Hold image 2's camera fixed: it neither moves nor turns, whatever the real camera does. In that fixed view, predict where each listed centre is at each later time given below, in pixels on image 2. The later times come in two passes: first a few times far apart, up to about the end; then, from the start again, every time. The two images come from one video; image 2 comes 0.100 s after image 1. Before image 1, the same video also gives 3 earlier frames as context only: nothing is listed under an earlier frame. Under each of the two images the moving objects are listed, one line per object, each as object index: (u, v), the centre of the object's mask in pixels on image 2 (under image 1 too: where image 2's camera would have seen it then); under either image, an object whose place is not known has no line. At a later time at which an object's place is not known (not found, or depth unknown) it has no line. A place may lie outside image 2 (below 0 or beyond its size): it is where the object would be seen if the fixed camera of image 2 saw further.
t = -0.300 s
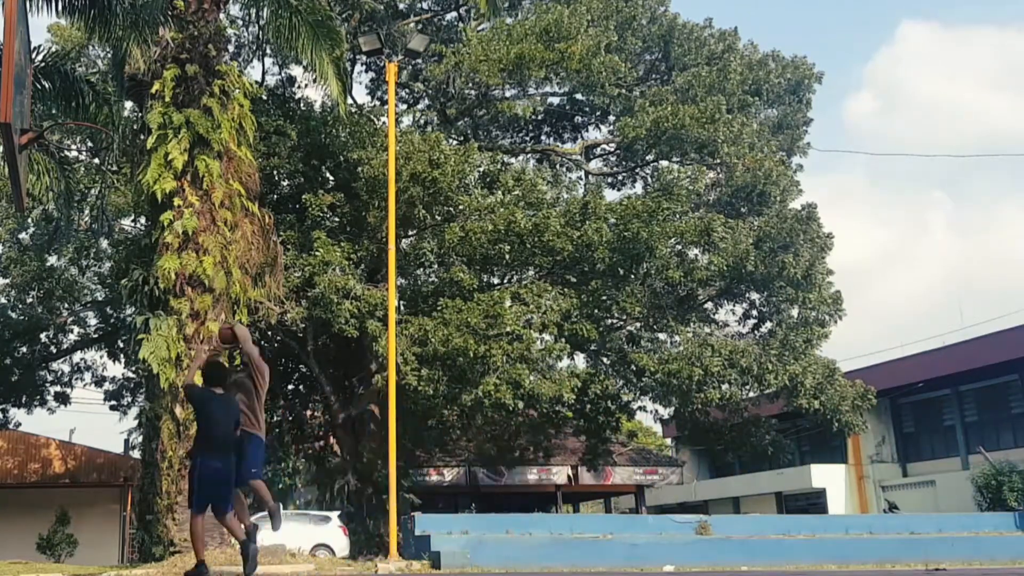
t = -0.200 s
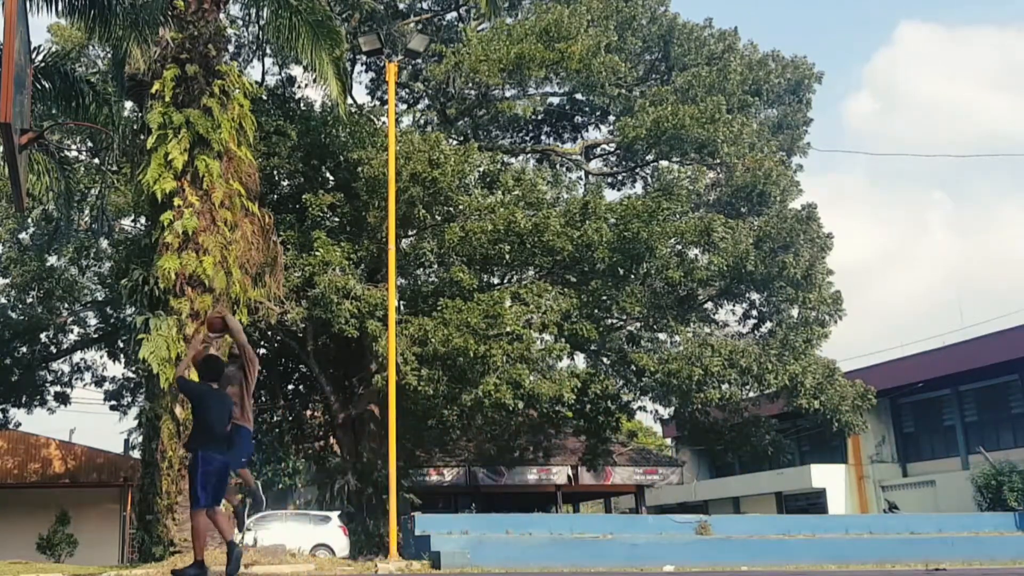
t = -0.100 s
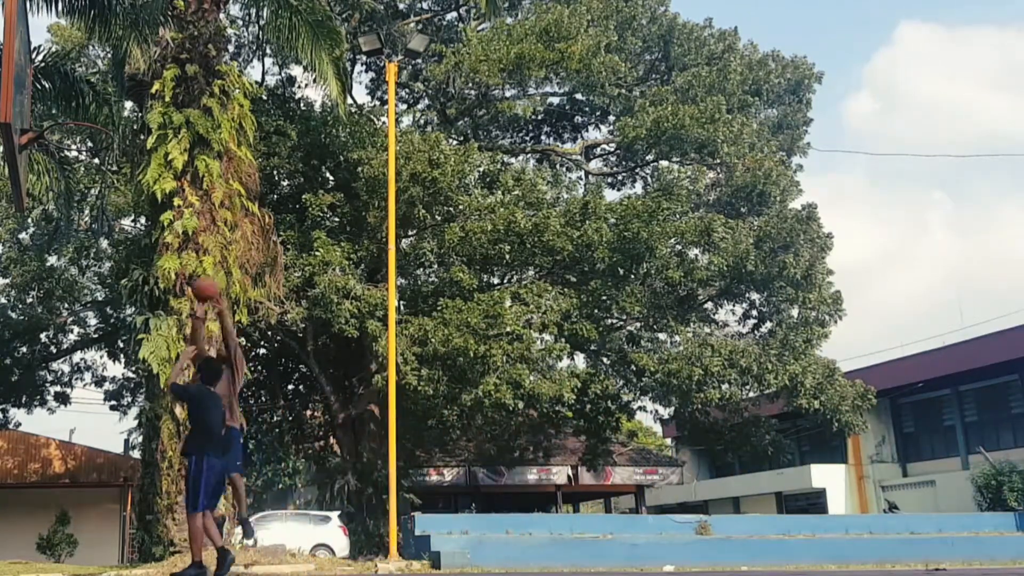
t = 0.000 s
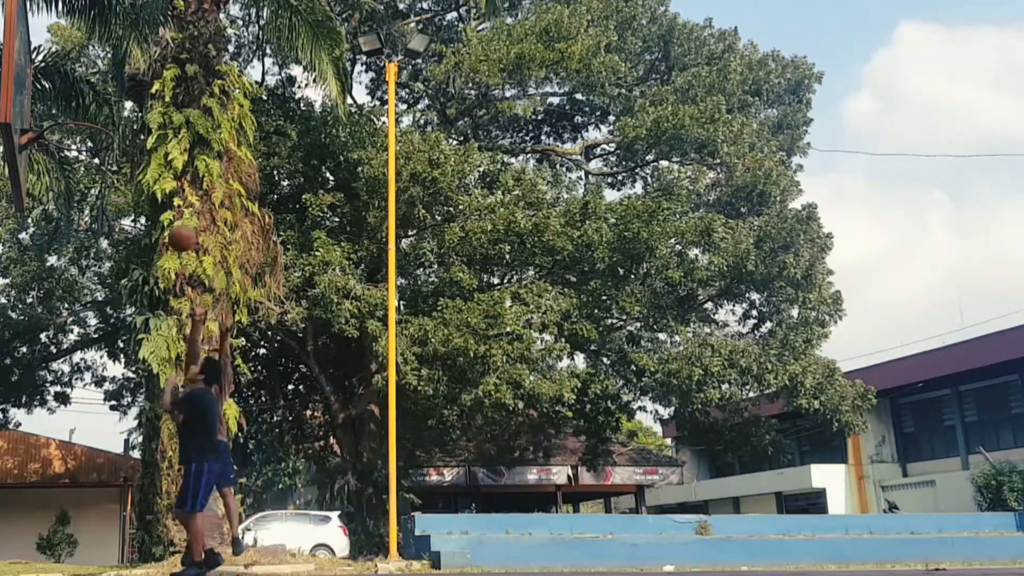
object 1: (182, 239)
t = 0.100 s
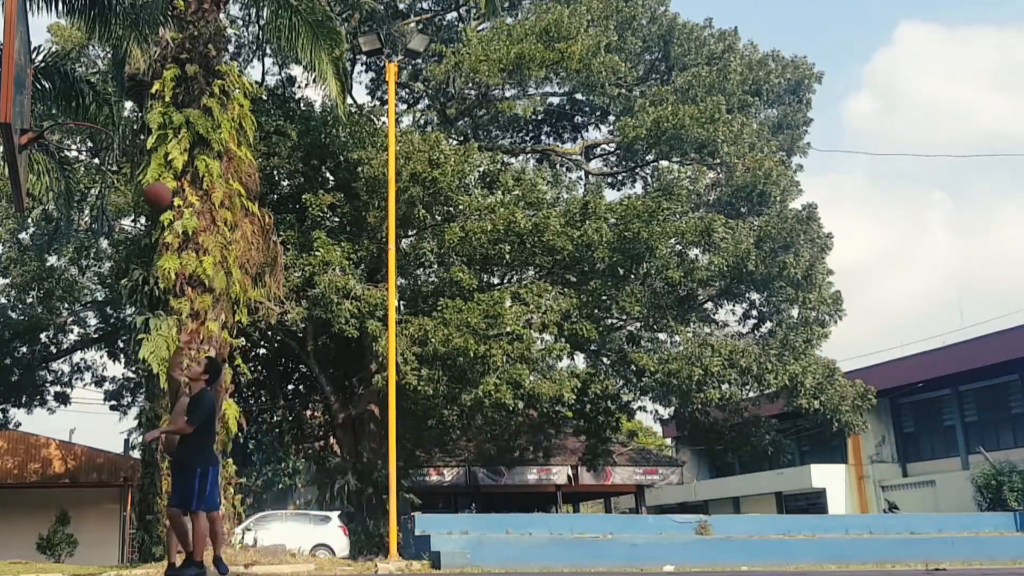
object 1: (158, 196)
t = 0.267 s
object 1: (114, 142)
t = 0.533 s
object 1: (50, 120)
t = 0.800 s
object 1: (124, 154)
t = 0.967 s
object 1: (168, 195)
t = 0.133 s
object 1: (148, 183)
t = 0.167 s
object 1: (140, 171)
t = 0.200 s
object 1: (131, 160)
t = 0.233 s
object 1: (124, 152)
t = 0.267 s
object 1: (114, 142)
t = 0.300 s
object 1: (104, 136)
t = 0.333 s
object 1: (94, 131)
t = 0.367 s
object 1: (83, 125)
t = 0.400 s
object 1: (73, 121)
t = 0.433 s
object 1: (61, 118)
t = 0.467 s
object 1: (50, 118)
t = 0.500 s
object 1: (42, 116)
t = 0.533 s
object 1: (50, 120)
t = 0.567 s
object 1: (59, 126)
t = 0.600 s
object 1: (68, 132)
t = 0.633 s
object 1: (76, 137)
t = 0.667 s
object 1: (85, 143)
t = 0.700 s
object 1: (94, 144)
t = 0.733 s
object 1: (104, 146)
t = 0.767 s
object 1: (115, 149)
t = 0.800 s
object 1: (124, 154)
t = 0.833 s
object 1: (132, 160)
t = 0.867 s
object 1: (142, 167)
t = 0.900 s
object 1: (150, 176)
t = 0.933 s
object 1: (159, 185)
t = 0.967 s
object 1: (168, 195)
